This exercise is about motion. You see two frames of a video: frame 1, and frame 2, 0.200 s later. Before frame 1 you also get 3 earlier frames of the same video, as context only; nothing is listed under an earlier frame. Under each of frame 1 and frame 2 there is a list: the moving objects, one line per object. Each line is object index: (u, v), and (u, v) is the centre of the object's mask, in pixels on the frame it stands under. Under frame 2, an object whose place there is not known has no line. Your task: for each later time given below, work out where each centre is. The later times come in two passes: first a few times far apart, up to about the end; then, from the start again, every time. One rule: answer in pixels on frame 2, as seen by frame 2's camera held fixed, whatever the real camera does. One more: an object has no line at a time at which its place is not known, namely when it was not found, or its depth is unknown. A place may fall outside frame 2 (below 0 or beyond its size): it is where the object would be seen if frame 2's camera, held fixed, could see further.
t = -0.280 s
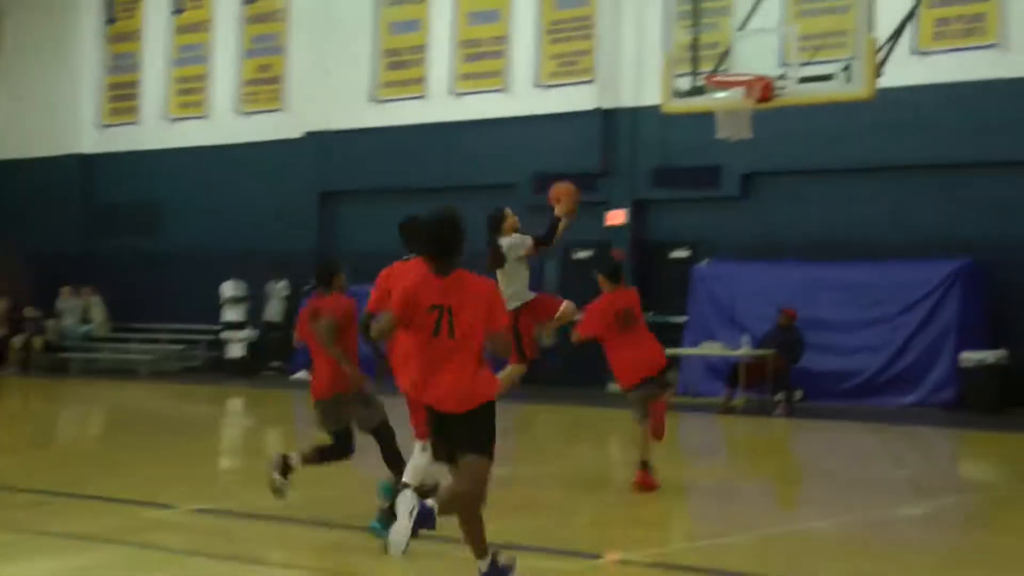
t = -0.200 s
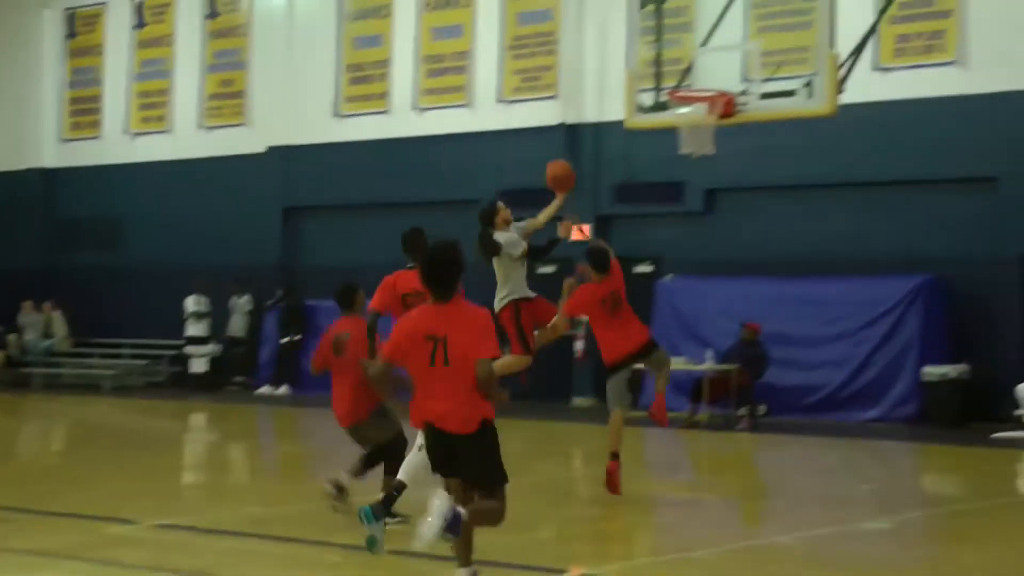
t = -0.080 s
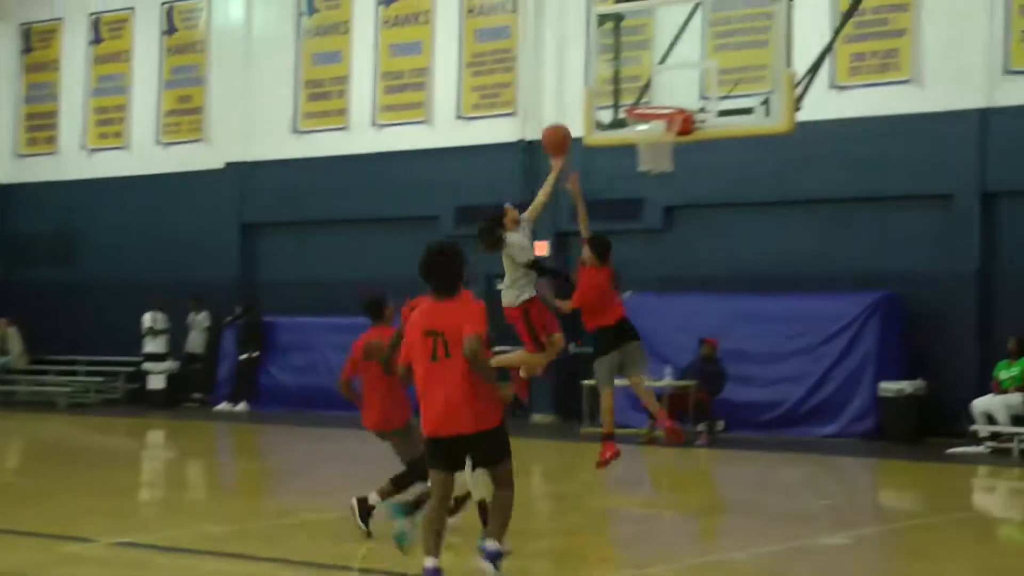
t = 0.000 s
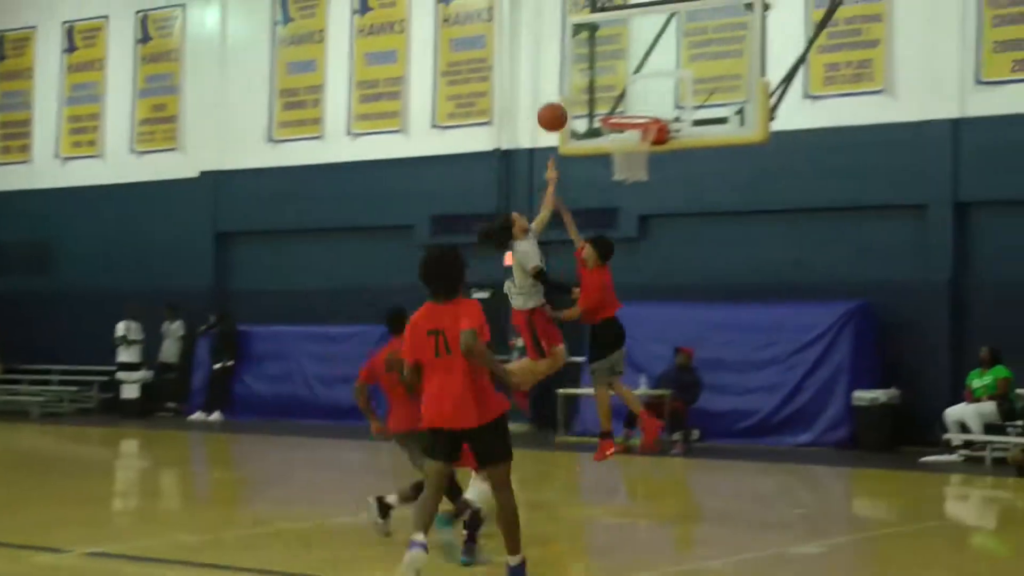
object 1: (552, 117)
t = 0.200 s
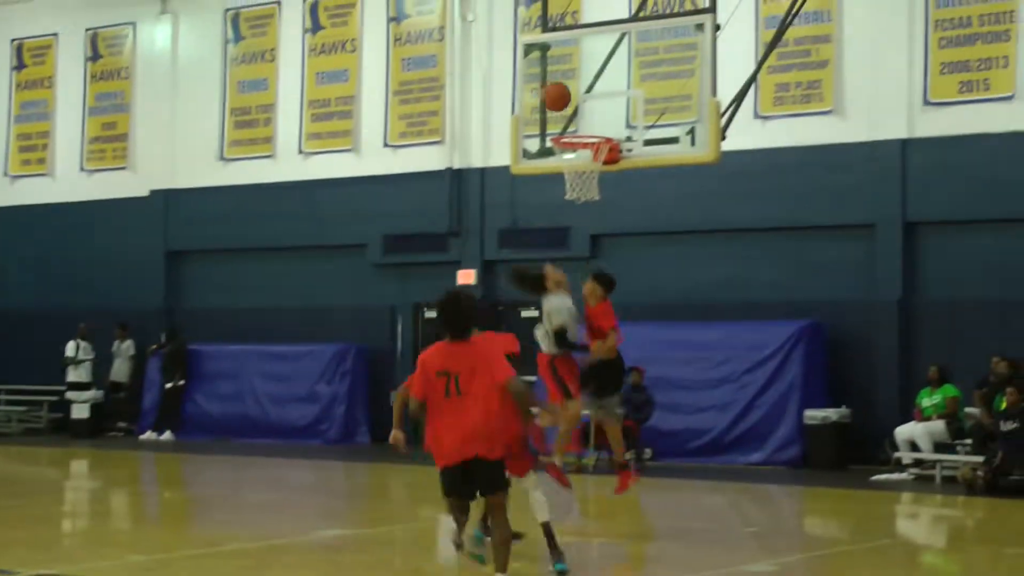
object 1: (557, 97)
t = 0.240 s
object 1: (566, 94)
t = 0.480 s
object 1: (579, 109)
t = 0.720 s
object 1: (582, 175)
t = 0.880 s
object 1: (576, 216)
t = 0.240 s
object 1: (566, 94)
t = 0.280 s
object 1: (575, 94)
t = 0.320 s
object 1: (575, 93)
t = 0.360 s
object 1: (576, 94)
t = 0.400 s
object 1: (577, 97)
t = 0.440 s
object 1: (578, 102)
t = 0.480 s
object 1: (579, 109)
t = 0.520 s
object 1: (580, 118)
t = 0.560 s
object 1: (582, 129)
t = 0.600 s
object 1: (583, 134)
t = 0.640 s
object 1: (584, 157)
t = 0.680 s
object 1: (583, 169)
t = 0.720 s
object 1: (582, 175)
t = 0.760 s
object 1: (580, 187)
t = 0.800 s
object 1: (579, 193)
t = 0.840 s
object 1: (577, 204)
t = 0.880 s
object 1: (576, 216)
